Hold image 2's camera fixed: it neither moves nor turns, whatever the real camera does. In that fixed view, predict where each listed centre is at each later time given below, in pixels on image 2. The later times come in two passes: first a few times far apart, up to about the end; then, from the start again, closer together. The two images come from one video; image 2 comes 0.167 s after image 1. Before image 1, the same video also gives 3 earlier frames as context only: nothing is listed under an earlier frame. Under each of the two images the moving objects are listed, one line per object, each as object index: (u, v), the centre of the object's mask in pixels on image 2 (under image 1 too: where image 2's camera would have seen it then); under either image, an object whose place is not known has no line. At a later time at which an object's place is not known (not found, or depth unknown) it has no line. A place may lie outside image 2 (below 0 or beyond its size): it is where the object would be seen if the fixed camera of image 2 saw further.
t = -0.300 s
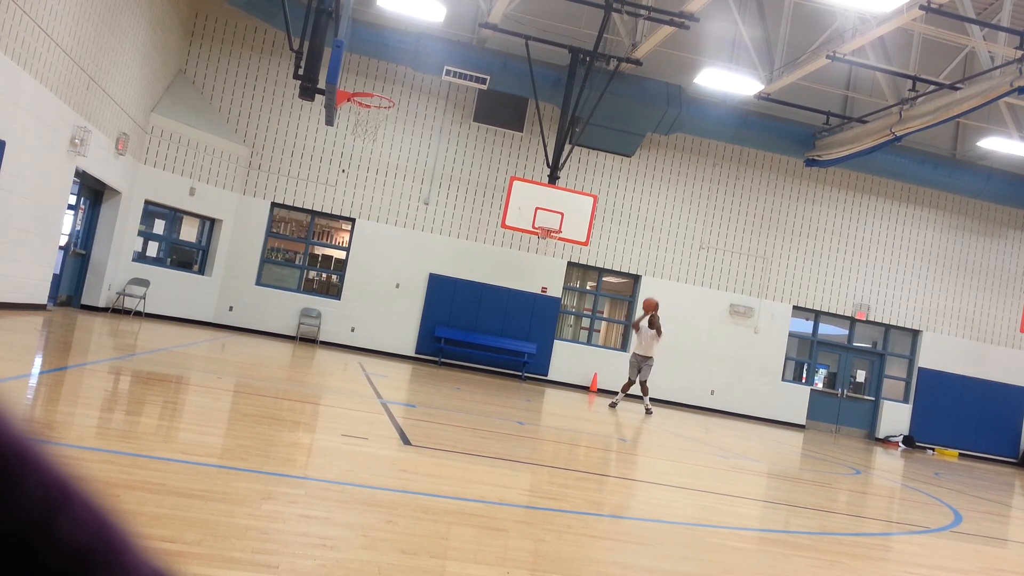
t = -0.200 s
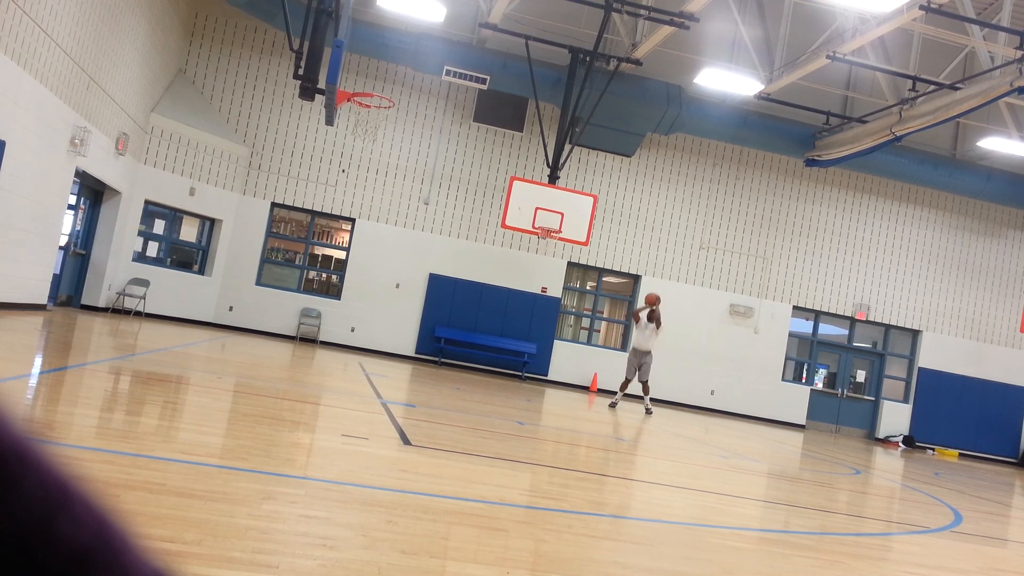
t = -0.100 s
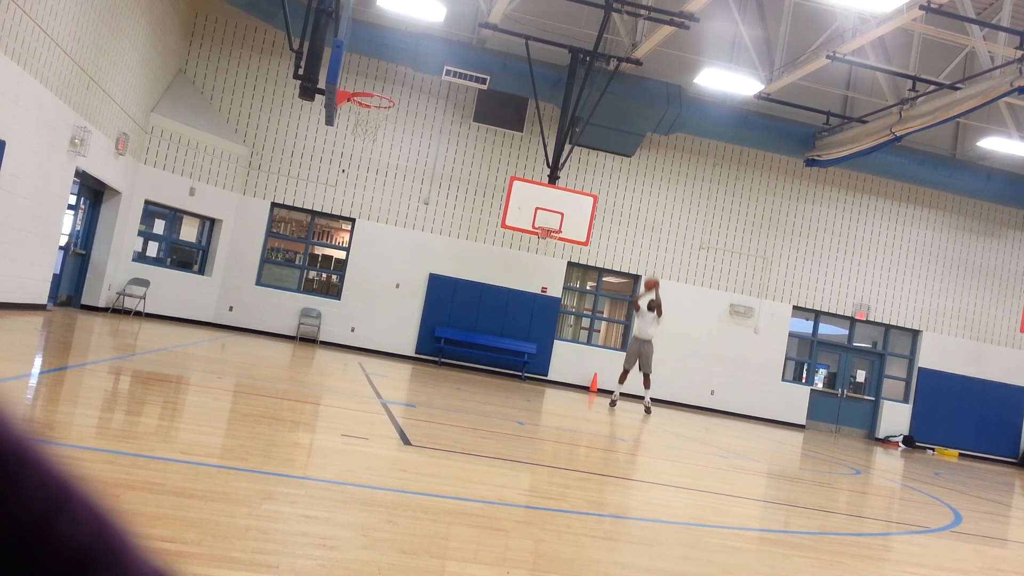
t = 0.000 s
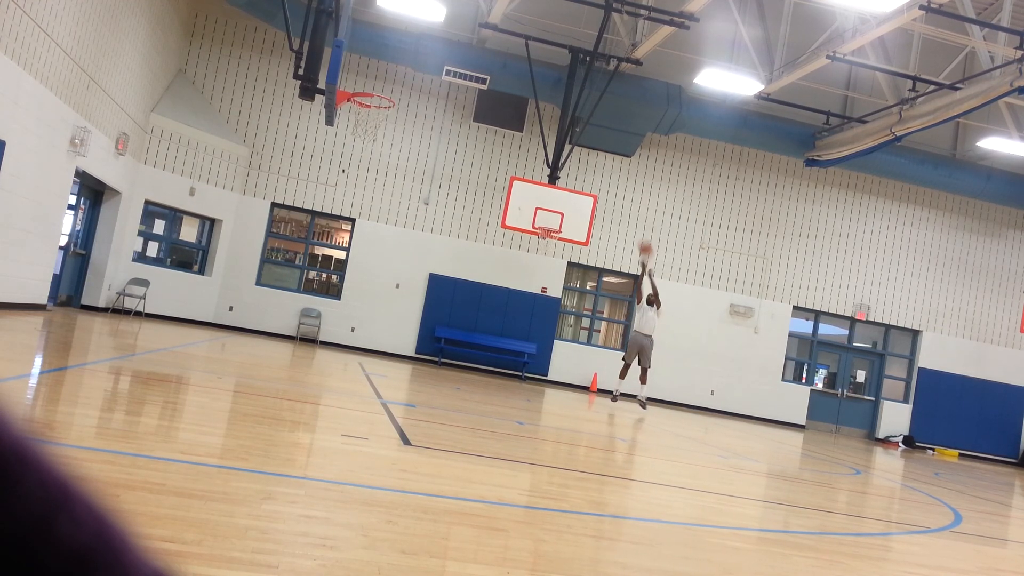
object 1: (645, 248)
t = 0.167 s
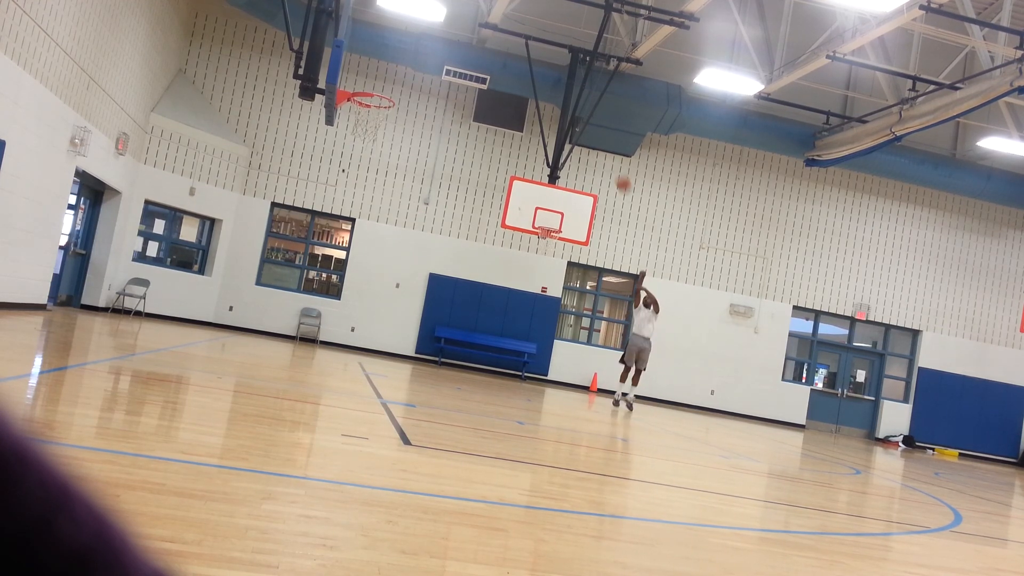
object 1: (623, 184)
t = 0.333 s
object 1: (597, 130)
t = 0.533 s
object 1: (557, 83)
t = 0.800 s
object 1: (488, 56)
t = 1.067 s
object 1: (393, 82)
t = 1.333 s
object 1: (383, 203)
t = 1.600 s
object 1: (403, 370)
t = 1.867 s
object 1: (477, 274)
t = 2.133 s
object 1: (536, 239)
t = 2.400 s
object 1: (581, 262)
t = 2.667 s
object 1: (615, 337)
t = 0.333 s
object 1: (597, 130)
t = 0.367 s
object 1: (591, 121)
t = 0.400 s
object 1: (584, 112)
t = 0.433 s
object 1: (578, 104)
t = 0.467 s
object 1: (571, 96)
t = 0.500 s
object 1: (564, 90)
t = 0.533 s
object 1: (557, 83)
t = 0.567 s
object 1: (549, 78)
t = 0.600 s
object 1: (542, 73)
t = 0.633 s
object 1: (533, 68)
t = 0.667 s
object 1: (525, 64)
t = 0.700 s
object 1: (516, 61)
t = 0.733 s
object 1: (507, 59)
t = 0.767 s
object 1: (498, 57)
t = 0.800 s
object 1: (488, 56)
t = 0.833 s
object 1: (478, 56)
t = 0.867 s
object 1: (468, 57)
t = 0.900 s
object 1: (456, 58)
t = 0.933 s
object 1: (445, 60)
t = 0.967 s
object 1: (433, 65)
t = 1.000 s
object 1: (421, 69)
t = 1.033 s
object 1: (407, 74)
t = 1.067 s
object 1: (393, 82)
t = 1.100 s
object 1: (379, 88)
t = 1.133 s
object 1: (364, 100)
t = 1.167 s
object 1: (364, 115)
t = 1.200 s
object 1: (368, 130)
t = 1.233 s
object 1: (373, 147)
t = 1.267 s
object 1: (377, 165)
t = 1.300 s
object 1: (380, 184)
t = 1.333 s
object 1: (383, 203)
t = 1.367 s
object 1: (386, 225)
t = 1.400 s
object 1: (388, 246)
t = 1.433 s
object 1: (391, 268)
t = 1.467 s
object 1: (393, 293)
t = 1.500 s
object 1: (394, 316)
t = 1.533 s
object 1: (395, 340)
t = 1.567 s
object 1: (396, 368)
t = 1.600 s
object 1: (403, 370)
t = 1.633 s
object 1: (415, 354)
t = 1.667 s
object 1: (424, 340)
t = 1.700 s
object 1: (434, 326)
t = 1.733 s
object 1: (443, 314)
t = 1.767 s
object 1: (451, 303)
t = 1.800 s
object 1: (460, 293)
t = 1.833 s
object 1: (467, 284)
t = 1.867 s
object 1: (477, 274)
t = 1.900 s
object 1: (485, 266)
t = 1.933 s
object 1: (493, 259)
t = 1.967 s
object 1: (501, 254)
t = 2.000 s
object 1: (509, 249)
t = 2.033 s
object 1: (515, 246)
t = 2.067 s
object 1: (522, 243)
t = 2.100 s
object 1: (529, 240)
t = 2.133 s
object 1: (536, 239)
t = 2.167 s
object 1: (542, 239)
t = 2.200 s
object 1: (548, 240)
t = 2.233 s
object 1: (554, 241)
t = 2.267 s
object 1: (560, 243)
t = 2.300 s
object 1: (566, 247)
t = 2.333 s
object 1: (571, 251)
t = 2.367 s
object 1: (577, 257)
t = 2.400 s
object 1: (581, 262)
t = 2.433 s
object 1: (587, 269)
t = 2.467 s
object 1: (590, 275)
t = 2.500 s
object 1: (595, 283)
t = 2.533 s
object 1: (600, 292)
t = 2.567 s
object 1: (604, 303)
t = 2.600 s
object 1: (607, 313)
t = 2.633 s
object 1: (611, 325)
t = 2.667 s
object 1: (615, 337)
